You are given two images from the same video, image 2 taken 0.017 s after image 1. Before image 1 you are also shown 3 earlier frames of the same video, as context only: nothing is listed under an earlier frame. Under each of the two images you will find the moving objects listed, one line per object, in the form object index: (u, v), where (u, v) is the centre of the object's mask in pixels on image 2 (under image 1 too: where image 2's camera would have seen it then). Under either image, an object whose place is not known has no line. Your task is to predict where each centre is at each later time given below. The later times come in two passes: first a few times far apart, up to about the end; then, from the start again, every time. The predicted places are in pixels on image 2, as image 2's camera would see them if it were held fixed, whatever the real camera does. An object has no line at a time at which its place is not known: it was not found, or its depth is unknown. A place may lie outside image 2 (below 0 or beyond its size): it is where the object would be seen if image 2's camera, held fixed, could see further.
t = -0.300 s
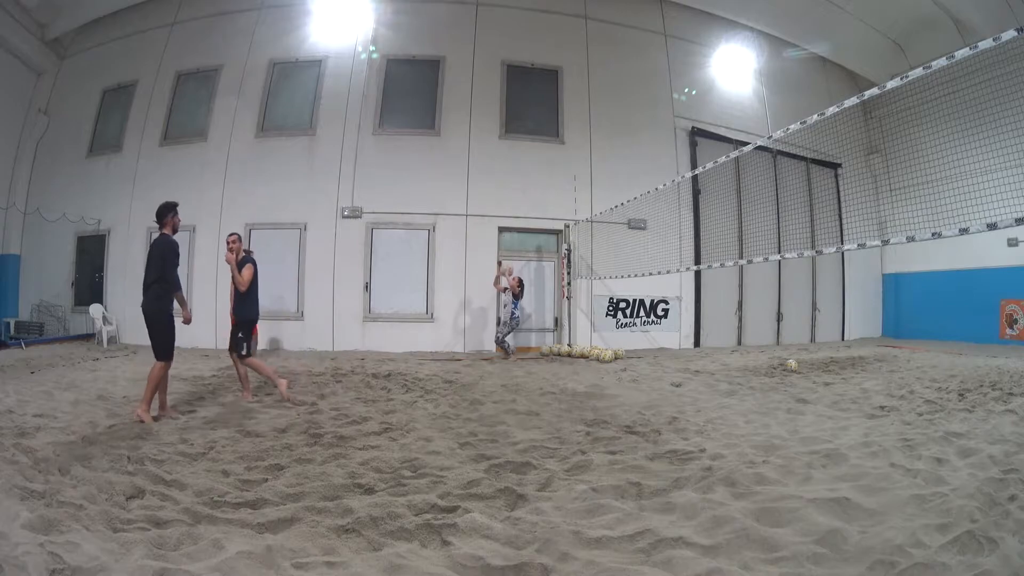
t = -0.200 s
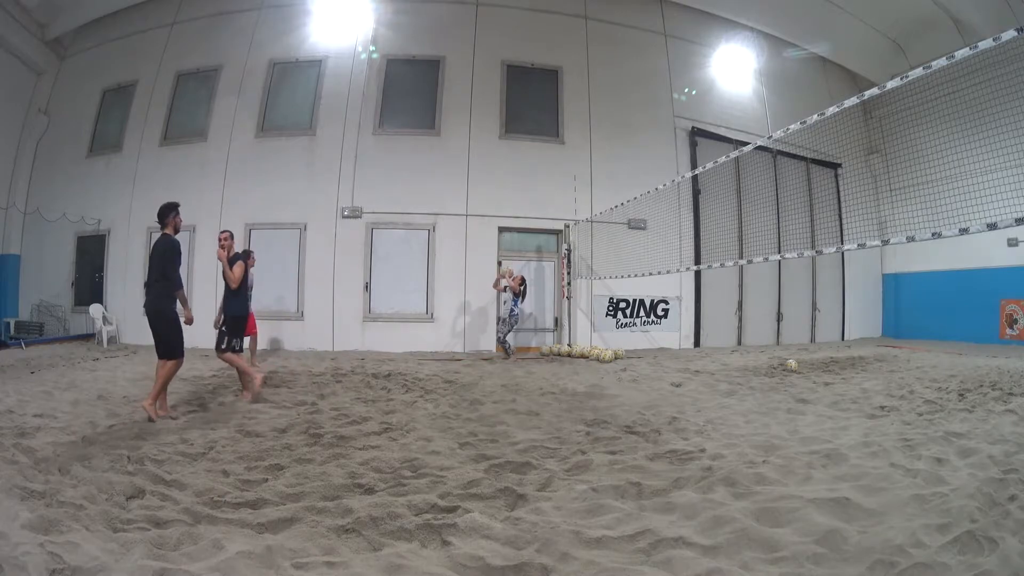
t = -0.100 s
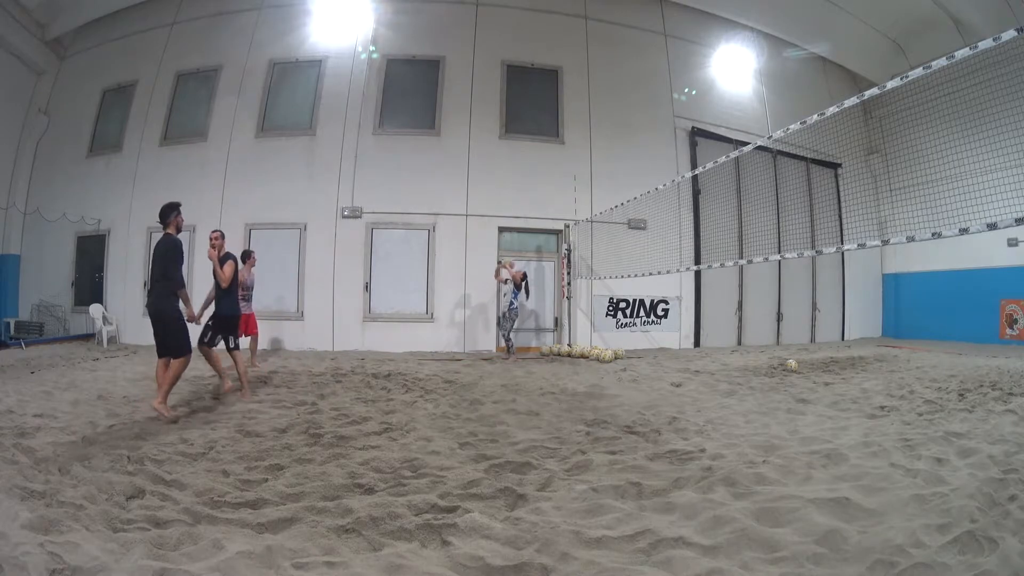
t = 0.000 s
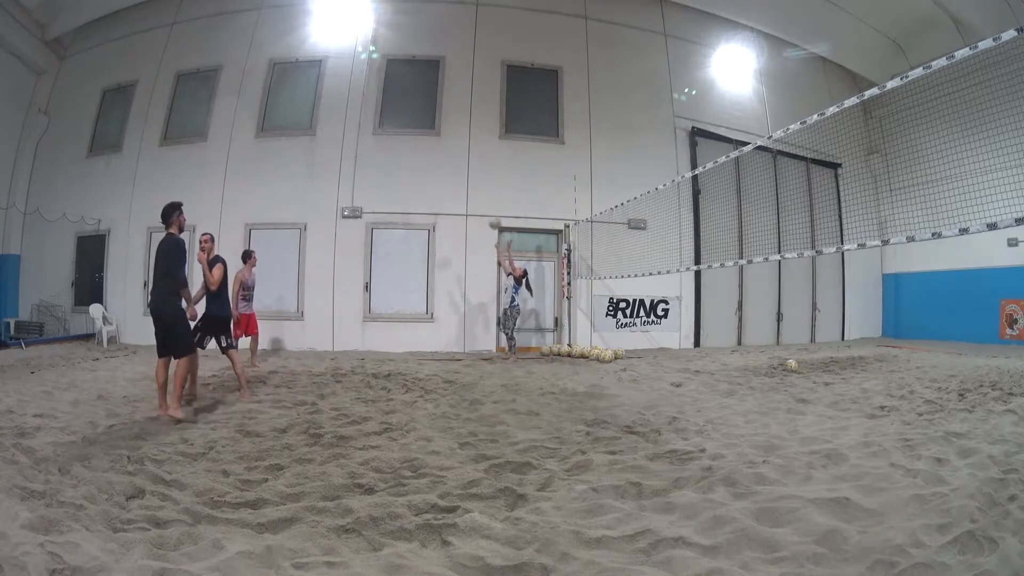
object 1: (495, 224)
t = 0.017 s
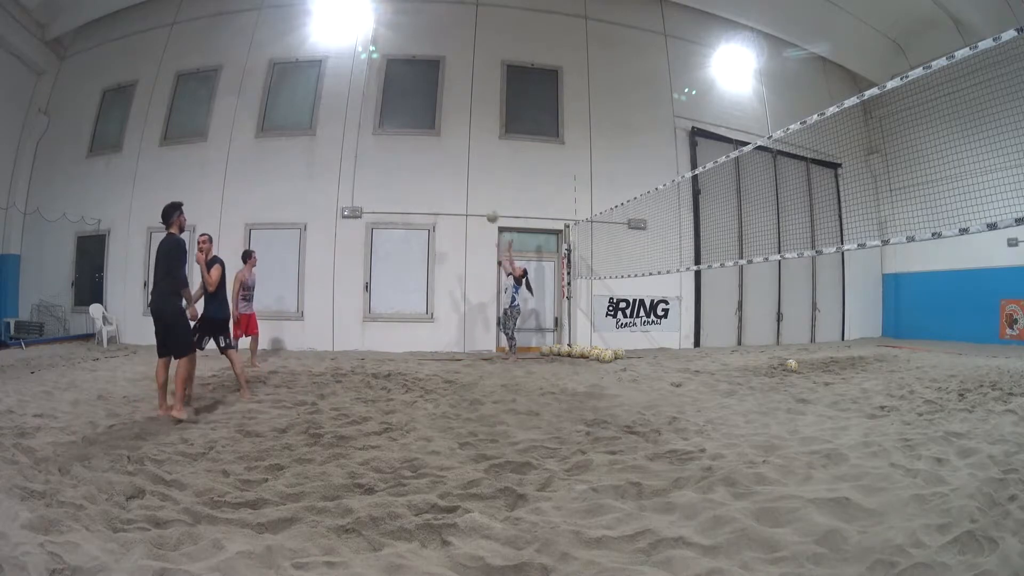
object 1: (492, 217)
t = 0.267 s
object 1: (451, 137)
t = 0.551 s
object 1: (403, 92)
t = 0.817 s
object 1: (355, 90)
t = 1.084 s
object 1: (301, 129)
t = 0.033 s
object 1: (489, 211)
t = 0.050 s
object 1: (487, 204)
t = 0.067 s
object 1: (484, 198)
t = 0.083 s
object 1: (481, 192)
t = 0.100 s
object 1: (479, 186)
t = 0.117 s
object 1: (476, 180)
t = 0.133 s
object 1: (473, 175)
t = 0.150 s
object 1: (470, 169)
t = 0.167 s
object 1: (468, 164)
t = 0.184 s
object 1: (465, 159)
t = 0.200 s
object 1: (462, 155)
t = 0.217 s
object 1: (459, 150)
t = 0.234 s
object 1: (456, 145)
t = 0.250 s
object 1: (454, 141)
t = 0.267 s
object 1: (451, 137)
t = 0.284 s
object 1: (448, 133)
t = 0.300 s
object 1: (446, 129)
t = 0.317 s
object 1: (442, 126)
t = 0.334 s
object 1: (439, 122)
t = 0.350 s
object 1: (437, 118)
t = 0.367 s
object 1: (433, 115)
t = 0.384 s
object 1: (432, 113)
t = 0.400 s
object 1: (429, 110)
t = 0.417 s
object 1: (426, 107)
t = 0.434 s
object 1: (423, 105)
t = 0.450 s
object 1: (420, 102)
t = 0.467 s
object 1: (418, 100)
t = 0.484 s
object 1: (415, 98)
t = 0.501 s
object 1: (412, 96)
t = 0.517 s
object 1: (409, 94)
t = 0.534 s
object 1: (406, 93)
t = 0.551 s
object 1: (403, 92)
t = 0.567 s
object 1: (400, 90)
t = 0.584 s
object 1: (397, 89)
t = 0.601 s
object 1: (394, 88)
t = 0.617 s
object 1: (391, 87)
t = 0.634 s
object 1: (389, 87)
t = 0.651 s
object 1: (386, 86)
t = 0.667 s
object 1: (383, 85)
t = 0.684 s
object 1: (380, 85)
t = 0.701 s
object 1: (376, 86)
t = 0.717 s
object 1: (372, 85)
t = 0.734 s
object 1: (370, 86)
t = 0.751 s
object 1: (367, 86)
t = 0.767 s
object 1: (364, 87)
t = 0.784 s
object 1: (360, 88)
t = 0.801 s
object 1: (357, 89)
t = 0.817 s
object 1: (355, 90)
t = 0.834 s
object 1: (351, 91)
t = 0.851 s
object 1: (348, 93)
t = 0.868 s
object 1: (345, 94)
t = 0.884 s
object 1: (342, 95)
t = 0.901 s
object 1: (338, 97)
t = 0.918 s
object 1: (334, 99)
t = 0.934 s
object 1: (332, 101)
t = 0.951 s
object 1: (328, 104)
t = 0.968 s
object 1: (325, 106)
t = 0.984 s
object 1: (322, 109)
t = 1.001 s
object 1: (318, 112)
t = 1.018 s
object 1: (315, 114)
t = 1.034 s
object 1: (311, 117)
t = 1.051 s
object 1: (308, 121)
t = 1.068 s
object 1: (304, 124)
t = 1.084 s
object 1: (301, 129)
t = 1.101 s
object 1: (296, 133)
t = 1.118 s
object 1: (292, 138)
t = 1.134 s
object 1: (289, 143)
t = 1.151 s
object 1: (285, 148)
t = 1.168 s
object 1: (282, 153)
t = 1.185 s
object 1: (278, 158)
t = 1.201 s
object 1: (274, 164)
